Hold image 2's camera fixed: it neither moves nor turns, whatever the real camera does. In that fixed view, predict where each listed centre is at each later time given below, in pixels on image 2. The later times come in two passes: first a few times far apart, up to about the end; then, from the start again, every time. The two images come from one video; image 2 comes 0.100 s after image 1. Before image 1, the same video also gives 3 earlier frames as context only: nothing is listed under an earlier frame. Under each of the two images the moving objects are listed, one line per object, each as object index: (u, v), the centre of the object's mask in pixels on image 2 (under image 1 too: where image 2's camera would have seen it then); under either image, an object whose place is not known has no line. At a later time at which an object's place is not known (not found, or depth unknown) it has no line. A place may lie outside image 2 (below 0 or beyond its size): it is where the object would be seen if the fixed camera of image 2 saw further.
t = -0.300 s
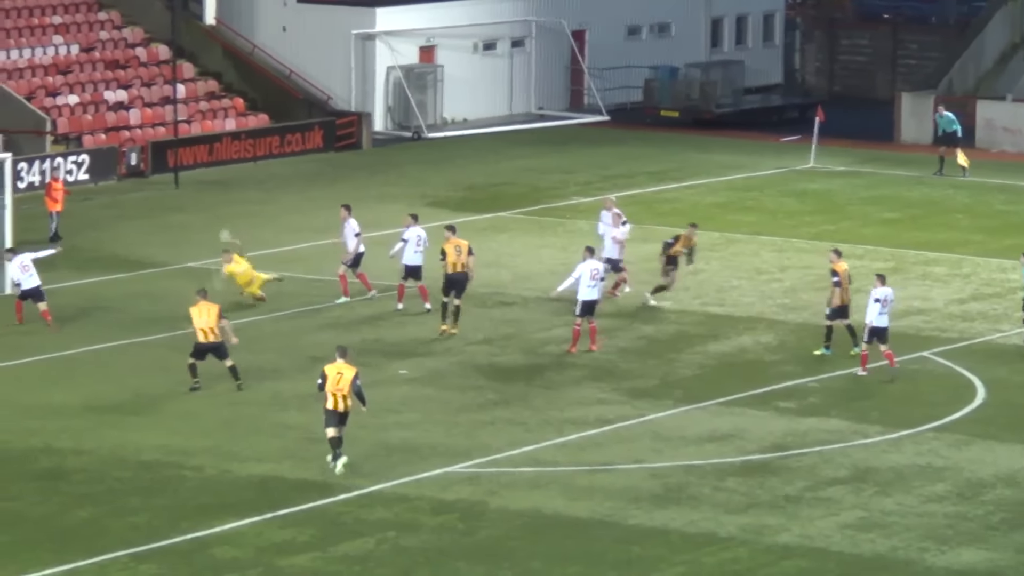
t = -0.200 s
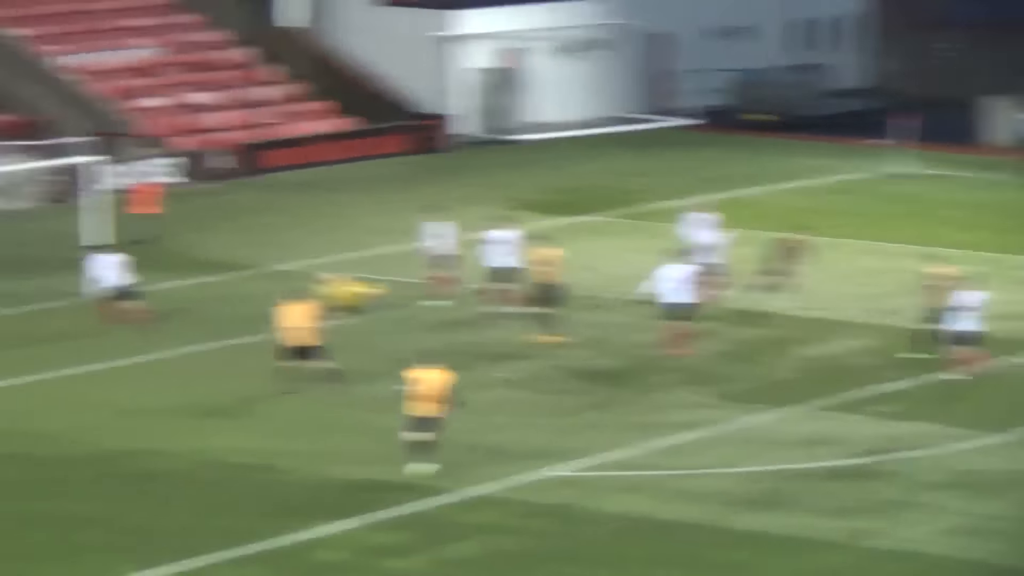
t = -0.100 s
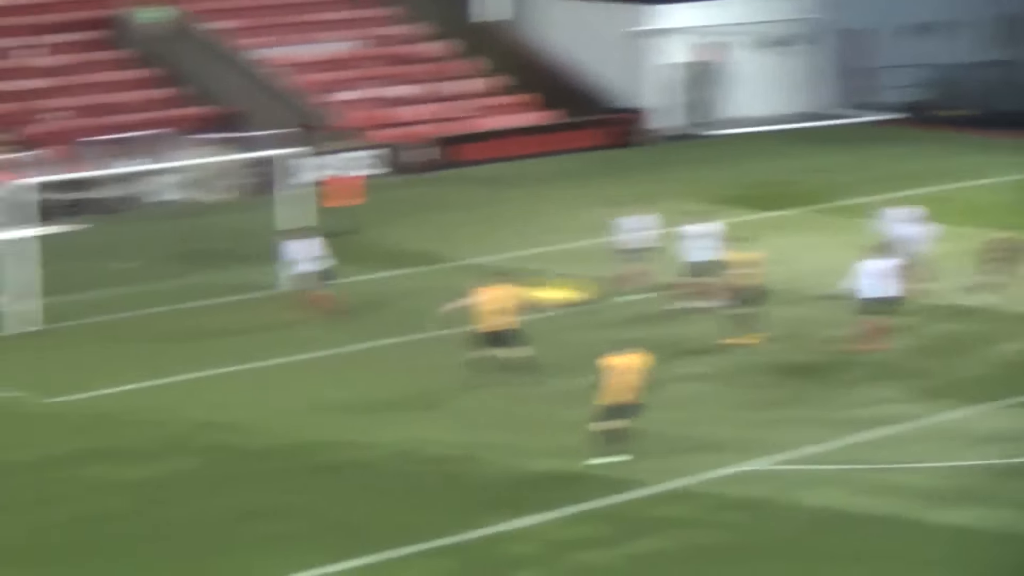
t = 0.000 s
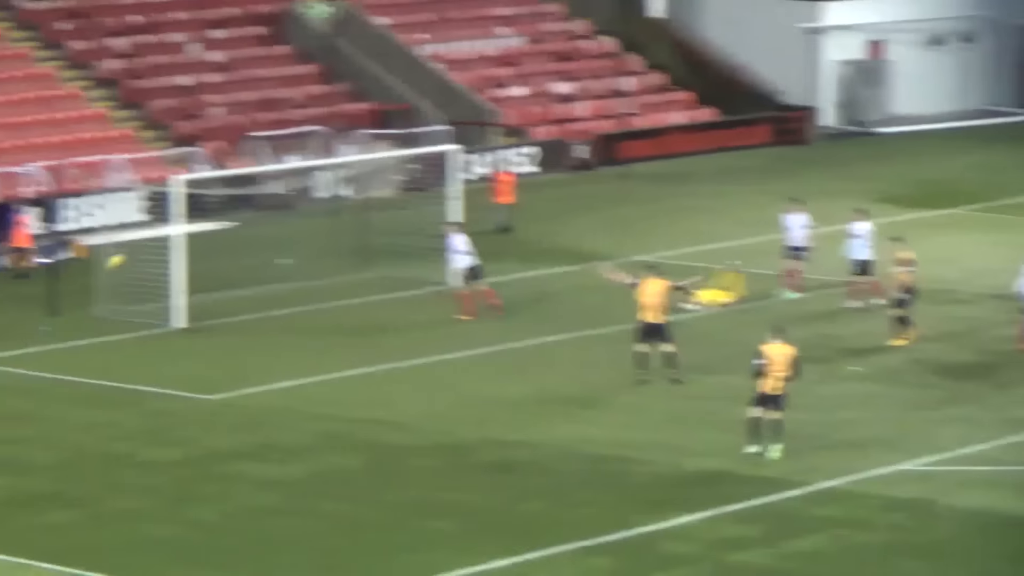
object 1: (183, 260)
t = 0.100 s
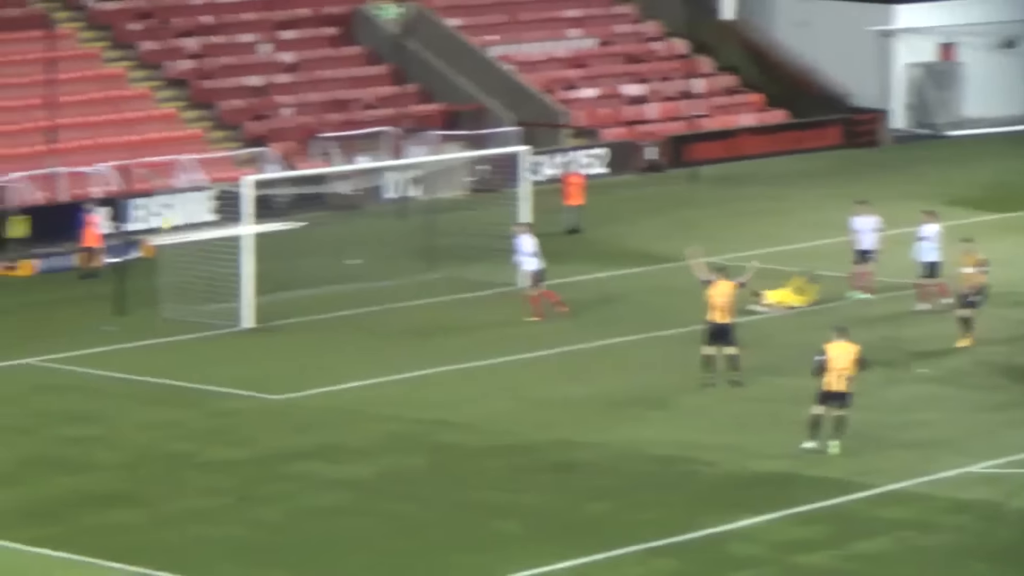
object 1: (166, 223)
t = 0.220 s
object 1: (162, 185)
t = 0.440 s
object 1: (214, 194)
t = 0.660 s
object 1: (269, 236)
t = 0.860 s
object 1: (316, 295)
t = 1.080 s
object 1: (328, 267)
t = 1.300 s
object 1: (331, 247)
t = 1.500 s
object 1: (334, 252)
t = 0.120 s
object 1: (166, 218)
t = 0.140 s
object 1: (161, 212)
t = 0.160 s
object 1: (162, 202)
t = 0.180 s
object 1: (162, 195)
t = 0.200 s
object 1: (160, 189)
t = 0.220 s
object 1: (162, 185)
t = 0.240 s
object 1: (164, 182)
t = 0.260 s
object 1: (165, 181)
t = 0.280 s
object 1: (172, 180)
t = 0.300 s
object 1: (174, 180)
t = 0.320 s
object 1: (181, 182)
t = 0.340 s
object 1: (187, 183)
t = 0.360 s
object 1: (194, 184)
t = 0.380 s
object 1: (200, 186)
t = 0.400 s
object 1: (204, 188)
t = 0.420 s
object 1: (209, 190)
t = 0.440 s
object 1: (214, 194)
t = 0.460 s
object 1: (220, 197)
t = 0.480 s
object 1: (224, 200)
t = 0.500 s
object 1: (229, 203)
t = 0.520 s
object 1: (234, 207)
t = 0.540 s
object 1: (239, 210)
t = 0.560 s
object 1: (242, 214)
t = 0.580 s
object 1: (254, 217)
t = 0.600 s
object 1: (255, 221)
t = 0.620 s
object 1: (258, 226)
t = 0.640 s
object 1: (264, 232)
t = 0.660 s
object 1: (269, 236)
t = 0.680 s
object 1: (274, 241)
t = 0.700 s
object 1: (278, 246)
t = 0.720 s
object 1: (283, 251)
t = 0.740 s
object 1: (288, 257)
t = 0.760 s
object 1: (293, 262)
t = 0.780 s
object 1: (298, 269)
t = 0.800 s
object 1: (303, 275)
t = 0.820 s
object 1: (308, 282)
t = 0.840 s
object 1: (312, 288)
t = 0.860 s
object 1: (316, 295)
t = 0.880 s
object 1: (322, 302)
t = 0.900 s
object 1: (325, 303)
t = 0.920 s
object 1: (325, 299)
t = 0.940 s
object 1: (325, 294)
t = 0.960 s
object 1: (326, 289)
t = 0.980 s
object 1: (326, 285)
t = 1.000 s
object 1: (326, 279)
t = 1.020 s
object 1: (326, 277)
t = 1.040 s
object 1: (326, 274)
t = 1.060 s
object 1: (327, 270)
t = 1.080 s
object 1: (328, 267)
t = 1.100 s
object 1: (328, 264)
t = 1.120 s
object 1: (328, 261)
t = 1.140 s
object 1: (328, 259)
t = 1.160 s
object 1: (329, 256)
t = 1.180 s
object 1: (330, 255)
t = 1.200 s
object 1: (330, 253)
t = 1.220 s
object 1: (330, 251)
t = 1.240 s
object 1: (330, 250)
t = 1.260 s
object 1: (330, 249)
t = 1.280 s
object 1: (331, 248)
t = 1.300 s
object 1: (331, 247)
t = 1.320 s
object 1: (332, 246)
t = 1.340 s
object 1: (332, 246)
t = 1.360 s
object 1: (332, 246)
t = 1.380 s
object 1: (332, 246)
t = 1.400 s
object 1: (333, 247)
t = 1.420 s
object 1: (333, 247)
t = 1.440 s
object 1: (333, 248)
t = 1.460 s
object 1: (333, 249)
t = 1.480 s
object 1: (334, 251)
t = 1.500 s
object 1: (334, 252)
